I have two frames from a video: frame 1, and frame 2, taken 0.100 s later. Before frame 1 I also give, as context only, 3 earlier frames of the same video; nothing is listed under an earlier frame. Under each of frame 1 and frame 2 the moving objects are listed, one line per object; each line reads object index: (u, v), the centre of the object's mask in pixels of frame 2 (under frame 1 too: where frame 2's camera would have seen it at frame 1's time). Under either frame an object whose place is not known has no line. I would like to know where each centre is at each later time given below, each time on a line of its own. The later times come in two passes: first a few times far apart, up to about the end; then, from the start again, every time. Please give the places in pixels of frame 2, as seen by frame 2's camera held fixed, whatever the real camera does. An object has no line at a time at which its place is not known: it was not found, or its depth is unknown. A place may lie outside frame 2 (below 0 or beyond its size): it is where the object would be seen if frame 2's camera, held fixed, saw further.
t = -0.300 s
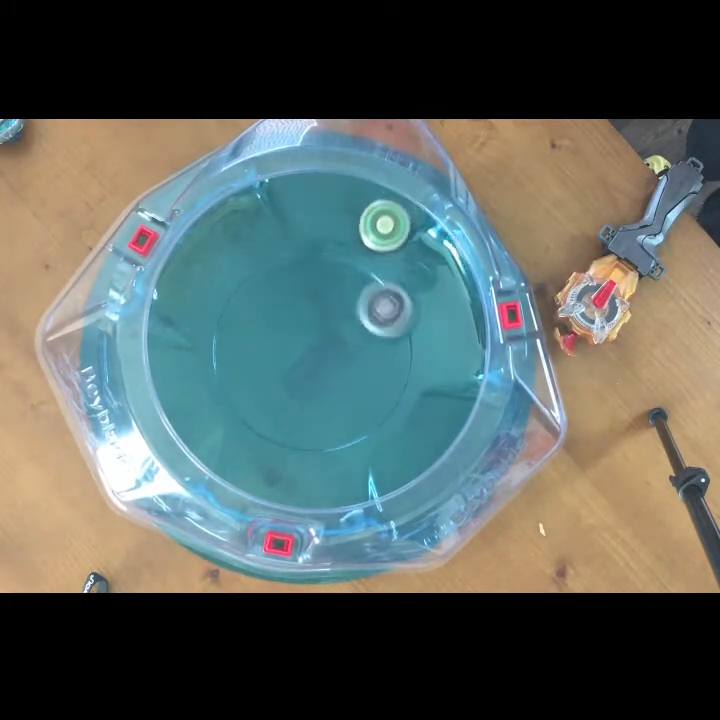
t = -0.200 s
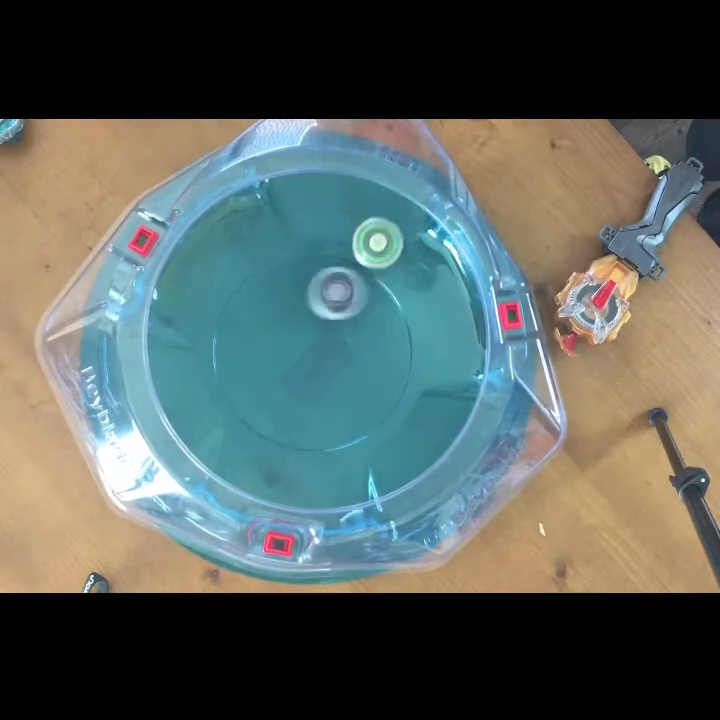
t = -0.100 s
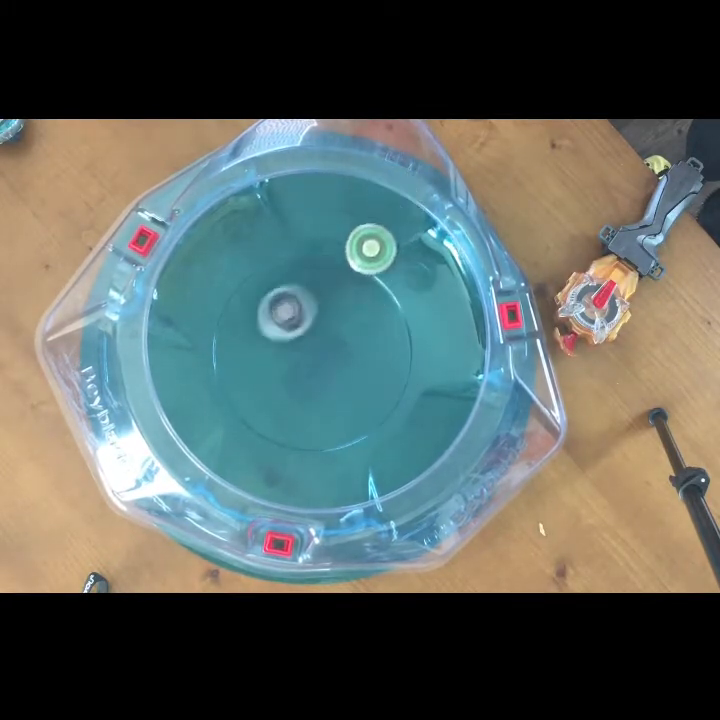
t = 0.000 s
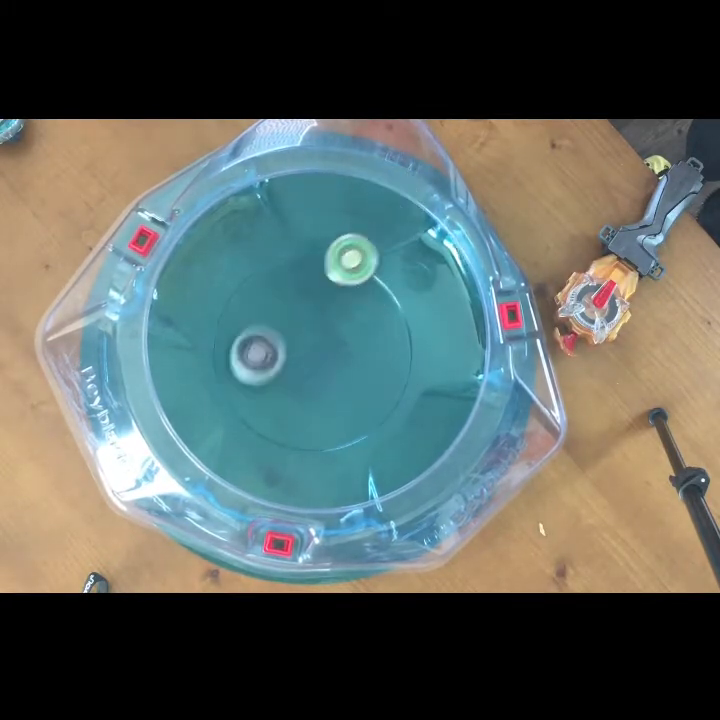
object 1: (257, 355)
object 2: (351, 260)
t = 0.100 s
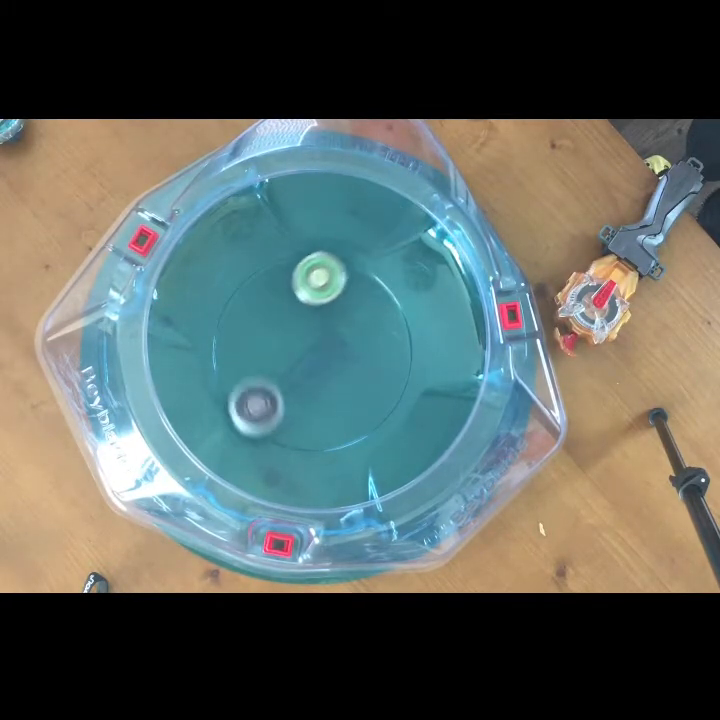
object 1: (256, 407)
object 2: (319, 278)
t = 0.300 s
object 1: (338, 420)
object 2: (278, 331)
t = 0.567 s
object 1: (341, 323)
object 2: (282, 403)
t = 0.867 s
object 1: (225, 356)
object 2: (343, 436)
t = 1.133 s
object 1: (314, 422)
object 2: (371, 378)
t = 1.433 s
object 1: (336, 352)
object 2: (326, 257)
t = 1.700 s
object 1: (270, 380)
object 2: (257, 251)
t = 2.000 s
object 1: (344, 380)
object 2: (241, 336)
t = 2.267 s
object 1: (295, 295)
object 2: (301, 364)
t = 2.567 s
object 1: (236, 372)
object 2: (346, 316)
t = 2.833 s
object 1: (343, 397)
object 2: (315, 281)
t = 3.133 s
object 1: (369, 291)
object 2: (295, 348)
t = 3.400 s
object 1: (268, 296)
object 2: (343, 385)
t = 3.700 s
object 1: (281, 415)
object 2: (382, 351)
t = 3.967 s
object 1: (379, 411)
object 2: (324, 333)
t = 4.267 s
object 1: (343, 301)
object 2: (287, 388)
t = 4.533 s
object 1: (240, 319)
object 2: (319, 423)
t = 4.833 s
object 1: (274, 421)
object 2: (336, 363)
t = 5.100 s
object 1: (370, 364)
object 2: (284, 333)
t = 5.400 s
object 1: (323, 266)
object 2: (243, 365)
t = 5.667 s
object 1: (244, 325)
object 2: (295, 384)
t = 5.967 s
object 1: (316, 421)
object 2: (327, 328)
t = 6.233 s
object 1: (397, 374)
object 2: (295, 290)
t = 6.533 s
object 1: (316, 293)
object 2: (276, 344)
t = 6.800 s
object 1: (235, 353)
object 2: (331, 370)
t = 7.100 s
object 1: (297, 431)
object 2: (369, 333)
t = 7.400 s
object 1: (368, 340)
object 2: (313, 321)
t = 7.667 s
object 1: (305, 270)
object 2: (297, 376)
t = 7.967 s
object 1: (243, 352)
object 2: (342, 407)
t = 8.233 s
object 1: (328, 414)
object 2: (350, 357)
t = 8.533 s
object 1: (393, 344)
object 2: (287, 342)
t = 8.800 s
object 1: (303, 297)
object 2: (258, 380)
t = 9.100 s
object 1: (244, 386)
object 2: (312, 390)
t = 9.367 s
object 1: (322, 425)
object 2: (322, 335)
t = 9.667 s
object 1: (357, 322)
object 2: (277, 306)
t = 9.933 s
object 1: (281, 279)
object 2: (269, 354)
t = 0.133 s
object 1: (262, 423)
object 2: (309, 286)
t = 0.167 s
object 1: (273, 436)
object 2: (300, 294)
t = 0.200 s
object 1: (288, 442)
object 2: (293, 303)
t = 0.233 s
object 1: (305, 439)
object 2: (286, 312)
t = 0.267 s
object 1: (322, 430)
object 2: (282, 322)
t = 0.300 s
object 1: (338, 420)
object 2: (278, 331)
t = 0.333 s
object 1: (352, 410)
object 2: (275, 341)
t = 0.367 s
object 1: (362, 399)
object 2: (273, 351)
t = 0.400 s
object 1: (369, 386)
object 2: (272, 361)
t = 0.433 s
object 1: (371, 372)
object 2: (273, 370)
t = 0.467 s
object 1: (369, 357)
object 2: (274, 379)
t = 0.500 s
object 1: (363, 345)
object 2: (276, 387)
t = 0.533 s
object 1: (353, 332)
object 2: (279, 395)
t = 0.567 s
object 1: (341, 323)
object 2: (282, 403)
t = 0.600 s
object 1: (327, 316)
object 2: (287, 411)
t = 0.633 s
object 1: (311, 312)
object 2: (292, 417)
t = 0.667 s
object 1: (296, 310)
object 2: (298, 423)
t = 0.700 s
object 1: (281, 312)
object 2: (304, 428)
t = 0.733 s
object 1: (266, 316)
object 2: (311, 432)
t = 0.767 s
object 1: (252, 322)
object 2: (319, 435)
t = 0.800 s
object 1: (241, 330)
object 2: (327, 436)
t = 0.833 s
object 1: (232, 342)
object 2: (335, 436)
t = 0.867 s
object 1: (225, 356)
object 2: (343, 436)
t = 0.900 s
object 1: (221, 370)
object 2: (351, 434)
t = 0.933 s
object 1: (229, 385)
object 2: (358, 429)
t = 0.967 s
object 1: (238, 399)
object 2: (365, 423)
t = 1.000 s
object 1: (250, 412)
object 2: (370, 416)
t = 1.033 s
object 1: (263, 420)
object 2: (373, 407)
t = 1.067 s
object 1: (279, 426)
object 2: (374, 398)
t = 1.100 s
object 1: (296, 425)
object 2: (373, 388)
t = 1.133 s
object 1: (314, 422)
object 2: (371, 378)
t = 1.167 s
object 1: (329, 414)
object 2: (367, 369)
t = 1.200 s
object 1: (339, 407)
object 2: (365, 355)
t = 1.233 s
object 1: (344, 402)
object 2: (365, 338)
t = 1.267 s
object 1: (348, 393)
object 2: (363, 324)
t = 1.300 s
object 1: (350, 382)
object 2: (358, 312)
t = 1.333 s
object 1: (351, 368)
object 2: (351, 305)
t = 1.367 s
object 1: (348, 354)
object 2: (343, 299)
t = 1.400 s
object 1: (343, 353)
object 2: (334, 277)
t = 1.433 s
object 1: (336, 352)
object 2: (326, 257)
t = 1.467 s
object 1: (327, 351)
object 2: (316, 246)
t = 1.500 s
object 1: (316, 349)
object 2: (305, 241)
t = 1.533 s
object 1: (305, 350)
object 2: (296, 239)
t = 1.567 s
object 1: (294, 353)
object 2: (286, 239)
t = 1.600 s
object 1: (284, 358)
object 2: (278, 240)
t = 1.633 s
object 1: (277, 364)
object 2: (270, 242)
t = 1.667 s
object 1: (272, 371)
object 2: (263, 246)
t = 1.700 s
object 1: (270, 380)
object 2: (257, 251)
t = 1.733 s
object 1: (271, 389)
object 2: (251, 258)
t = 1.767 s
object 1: (275, 398)
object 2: (247, 265)
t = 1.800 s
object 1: (282, 405)
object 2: (244, 274)
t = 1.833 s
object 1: (292, 410)
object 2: (241, 284)
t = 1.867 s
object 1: (304, 411)
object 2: (240, 294)
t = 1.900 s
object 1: (316, 409)
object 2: (240, 305)
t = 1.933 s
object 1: (327, 402)
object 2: (239, 316)
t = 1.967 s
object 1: (337, 392)
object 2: (240, 327)
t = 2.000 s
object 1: (344, 380)
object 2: (241, 336)
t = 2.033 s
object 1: (348, 366)
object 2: (244, 345)
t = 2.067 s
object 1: (348, 352)
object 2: (249, 353)
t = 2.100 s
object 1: (345, 338)
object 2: (256, 358)
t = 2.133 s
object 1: (339, 325)
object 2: (265, 362)
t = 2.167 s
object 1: (331, 315)
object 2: (274, 365)
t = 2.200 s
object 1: (320, 305)
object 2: (283, 366)
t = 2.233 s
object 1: (308, 299)
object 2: (292, 366)
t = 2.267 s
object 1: (295, 295)
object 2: (301, 364)
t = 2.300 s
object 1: (283, 293)
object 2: (309, 361)
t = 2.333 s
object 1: (270, 295)
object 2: (316, 357)
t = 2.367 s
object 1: (257, 299)
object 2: (323, 353)
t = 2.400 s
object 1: (246, 307)
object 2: (329, 348)
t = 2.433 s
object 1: (237, 318)
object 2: (334, 342)
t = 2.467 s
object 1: (231, 330)
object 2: (339, 336)
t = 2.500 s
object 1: (229, 344)
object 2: (342, 330)
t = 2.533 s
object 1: (230, 358)
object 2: (344, 323)
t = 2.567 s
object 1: (236, 372)
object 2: (346, 316)
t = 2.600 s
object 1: (245, 384)
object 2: (346, 309)
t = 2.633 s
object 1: (257, 394)
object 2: (345, 303)
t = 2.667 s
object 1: (271, 402)
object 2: (343, 296)
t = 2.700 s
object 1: (286, 406)
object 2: (340, 290)
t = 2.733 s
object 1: (300, 407)
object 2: (336, 285)
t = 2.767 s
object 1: (315, 407)
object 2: (330, 282)
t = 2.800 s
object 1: (330, 403)
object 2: (323, 281)
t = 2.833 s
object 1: (343, 397)
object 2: (315, 281)
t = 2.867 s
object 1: (355, 389)
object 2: (307, 284)
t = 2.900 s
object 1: (365, 379)
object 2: (301, 289)
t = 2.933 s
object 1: (372, 367)
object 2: (295, 296)
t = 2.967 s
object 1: (379, 355)
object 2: (291, 304)
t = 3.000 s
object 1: (382, 342)
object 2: (289, 313)
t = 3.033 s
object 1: (382, 329)
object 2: (289, 322)
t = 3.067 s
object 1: (380, 316)
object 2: (290, 331)
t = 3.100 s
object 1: (376, 303)
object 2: (292, 339)
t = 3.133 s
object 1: (369, 291)
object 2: (295, 348)
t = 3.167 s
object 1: (359, 281)
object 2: (299, 355)
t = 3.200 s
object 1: (348, 274)
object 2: (304, 362)
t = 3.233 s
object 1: (335, 269)
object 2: (310, 367)
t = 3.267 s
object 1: (320, 268)
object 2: (316, 373)
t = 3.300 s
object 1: (305, 270)
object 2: (322, 377)
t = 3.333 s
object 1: (291, 276)
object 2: (329, 380)
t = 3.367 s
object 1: (279, 285)
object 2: (336, 383)
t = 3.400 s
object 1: (268, 296)
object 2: (343, 385)
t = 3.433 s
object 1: (260, 308)
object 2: (350, 385)
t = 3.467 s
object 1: (254, 323)
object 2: (357, 385)
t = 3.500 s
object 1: (250, 338)
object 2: (363, 384)
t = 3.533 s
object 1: (249, 354)
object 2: (370, 381)
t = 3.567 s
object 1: (252, 368)
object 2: (375, 377)
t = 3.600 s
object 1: (256, 382)
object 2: (380, 372)
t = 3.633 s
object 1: (262, 394)
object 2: (382, 366)
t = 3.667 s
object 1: (271, 405)
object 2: (383, 359)
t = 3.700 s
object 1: (281, 415)
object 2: (382, 351)
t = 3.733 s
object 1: (292, 423)
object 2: (379, 344)
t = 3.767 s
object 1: (305, 429)
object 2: (373, 338)
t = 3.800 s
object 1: (318, 432)
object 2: (366, 333)
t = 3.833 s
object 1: (332, 433)
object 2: (358, 330)
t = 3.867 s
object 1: (345, 432)
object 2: (349, 329)
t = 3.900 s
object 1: (358, 428)
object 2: (341, 329)
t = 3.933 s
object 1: (370, 421)
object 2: (332, 330)
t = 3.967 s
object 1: (379, 411)
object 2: (324, 333)
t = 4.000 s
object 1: (387, 400)
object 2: (316, 337)
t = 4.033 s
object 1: (391, 387)
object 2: (310, 342)
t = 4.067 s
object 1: (393, 373)
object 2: (304, 348)
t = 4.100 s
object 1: (391, 358)
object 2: (299, 354)
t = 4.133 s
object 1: (386, 344)
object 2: (294, 360)
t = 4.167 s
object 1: (379, 331)
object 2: (291, 367)
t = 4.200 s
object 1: (368, 319)
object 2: (289, 374)
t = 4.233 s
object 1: (356, 309)
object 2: (287, 381)
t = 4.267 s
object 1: (343, 301)
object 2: (287, 388)
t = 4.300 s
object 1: (328, 296)
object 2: (287, 395)
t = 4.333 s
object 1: (314, 293)
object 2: (289, 401)
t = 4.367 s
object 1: (300, 292)
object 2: (291, 407)
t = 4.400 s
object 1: (286, 294)
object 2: (295, 412)
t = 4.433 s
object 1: (272, 297)
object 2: (300, 417)
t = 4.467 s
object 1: (260, 303)
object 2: (305, 421)
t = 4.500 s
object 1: (249, 310)
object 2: (312, 422)
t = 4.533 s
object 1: (240, 319)
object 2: (319, 423)
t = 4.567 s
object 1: (232, 330)
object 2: (326, 421)
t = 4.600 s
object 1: (226, 343)
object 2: (333, 417)
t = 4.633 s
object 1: (223, 356)
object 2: (339, 411)
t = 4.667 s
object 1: (223, 369)
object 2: (342, 404)
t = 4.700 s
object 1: (227, 383)
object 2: (344, 395)
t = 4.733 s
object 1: (233, 395)
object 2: (344, 387)
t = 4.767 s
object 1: (244, 407)
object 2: (343, 378)
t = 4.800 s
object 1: (258, 416)
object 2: (340, 370)
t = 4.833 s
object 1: (274, 421)
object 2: (336, 363)
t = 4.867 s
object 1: (290, 423)
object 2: (331, 357)
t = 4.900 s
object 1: (306, 422)
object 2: (325, 351)
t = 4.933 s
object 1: (321, 418)
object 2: (319, 346)
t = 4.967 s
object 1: (335, 411)
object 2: (312, 342)
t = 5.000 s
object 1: (347, 401)
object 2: (305, 338)
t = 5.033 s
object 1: (357, 390)
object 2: (298, 335)
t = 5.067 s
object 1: (365, 377)
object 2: (291, 334)
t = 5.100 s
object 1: (370, 364)
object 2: (284, 333)
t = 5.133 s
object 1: (372, 350)
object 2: (277, 333)
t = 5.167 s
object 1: (372, 337)
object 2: (270, 333)
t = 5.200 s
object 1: (371, 324)
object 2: (264, 335)
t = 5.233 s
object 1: (367, 311)
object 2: (258, 338)
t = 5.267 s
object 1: (361, 299)
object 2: (253, 341)
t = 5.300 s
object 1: (354, 288)
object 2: (249, 346)
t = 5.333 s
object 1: (345, 279)
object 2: (245, 352)
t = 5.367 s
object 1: (334, 271)
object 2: (243, 358)
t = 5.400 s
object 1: (323, 266)
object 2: (243, 365)
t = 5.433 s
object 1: (310, 264)
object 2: (245, 372)
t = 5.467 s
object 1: (297, 264)
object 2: (249, 379)
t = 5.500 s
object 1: (284, 268)
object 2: (255, 384)
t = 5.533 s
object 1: (272, 275)
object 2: (262, 388)
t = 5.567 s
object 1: (261, 285)
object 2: (271, 389)
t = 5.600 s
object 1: (253, 297)
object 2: (279, 389)
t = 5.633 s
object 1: (246, 310)
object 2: (287, 388)
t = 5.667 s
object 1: (244, 325)
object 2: (295, 384)
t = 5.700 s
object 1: (243, 341)
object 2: (302, 380)
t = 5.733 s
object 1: (246, 356)
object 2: (309, 375)
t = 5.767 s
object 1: (251, 370)
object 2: (314, 369)
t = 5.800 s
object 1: (258, 384)
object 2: (319, 363)
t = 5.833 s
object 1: (268, 394)
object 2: (322, 356)
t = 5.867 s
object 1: (278, 404)
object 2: (325, 349)
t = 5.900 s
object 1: (290, 411)
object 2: (327, 342)
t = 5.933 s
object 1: (302, 417)
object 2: (327, 335)
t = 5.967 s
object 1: (316, 421)
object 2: (327, 328)
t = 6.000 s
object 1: (329, 422)
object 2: (326, 321)
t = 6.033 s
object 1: (342, 421)
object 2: (324, 314)
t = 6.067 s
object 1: (355, 418)
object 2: (322, 308)
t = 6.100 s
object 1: (367, 413)
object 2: (318, 302)
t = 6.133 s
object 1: (377, 406)
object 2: (313, 297)
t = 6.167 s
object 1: (386, 397)
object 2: (308, 294)
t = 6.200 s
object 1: (393, 386)
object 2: (302, 291)
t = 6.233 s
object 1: (397, 374)
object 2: (295, 290)
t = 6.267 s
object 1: (398, 361)
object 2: (288, 291)
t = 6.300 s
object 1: (396, 347)
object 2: (282, 293)
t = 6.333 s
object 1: (391, 334)
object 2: (276, 298)
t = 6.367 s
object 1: (382, 322)
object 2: (272, 305)
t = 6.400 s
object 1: (372, 312)
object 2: (269, 312)
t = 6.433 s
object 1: (360, 303)
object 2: (269, 320)
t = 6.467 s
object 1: (346, 297)
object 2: (270, 329)
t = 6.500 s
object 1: (331, 294)
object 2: (272, 337)
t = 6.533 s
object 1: (316, 293)
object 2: (276, 344)
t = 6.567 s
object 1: (302, 294)
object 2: (281, 350)
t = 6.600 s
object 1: (288, 298)
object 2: (287, 356)
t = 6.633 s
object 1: (275, 304)
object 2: (294, 361)
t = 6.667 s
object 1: (264, 311)
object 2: (301, 364)
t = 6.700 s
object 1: (254, 320)
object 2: (309, 367)
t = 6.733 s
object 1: (246, 330)
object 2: (316, 369)
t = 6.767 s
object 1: (239, 342)
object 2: (323, 369)
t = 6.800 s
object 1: (235, 353)
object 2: (331, 370)
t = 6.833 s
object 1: (233, 366)
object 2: (338, 369)
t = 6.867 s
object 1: (233, 379)
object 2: (345, 367)
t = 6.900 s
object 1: (236, 391)
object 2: (351, 365)
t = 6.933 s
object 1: (241, 402)
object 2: (357, 362)
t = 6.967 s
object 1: (248, 413)
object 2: (362, 357)
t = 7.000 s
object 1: (258, 421)
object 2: (366, 352)
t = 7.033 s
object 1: (270, 428)
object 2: (368, 346)
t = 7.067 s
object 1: (283, 431)
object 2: (370, 339)
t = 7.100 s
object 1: (297, 431)
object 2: (369, 333)
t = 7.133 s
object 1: (311, 429)
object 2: (367, 326)
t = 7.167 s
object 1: (325, 424)
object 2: (363, 320)
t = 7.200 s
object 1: (338, 416)
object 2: (358, 315)
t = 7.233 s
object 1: (349, 405)
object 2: (351, 312)
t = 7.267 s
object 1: (357, 393)
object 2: (343, 311)
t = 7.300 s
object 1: (364, 380)
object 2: (335, 311)
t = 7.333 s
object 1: (367, 366)
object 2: (327, 313)
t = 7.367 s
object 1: (369, 353)
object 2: (320, 316)
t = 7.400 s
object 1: (368, 340)
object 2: (313, 321)
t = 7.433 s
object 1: (365, 327)
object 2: (308, 327)
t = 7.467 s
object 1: (360, 315)
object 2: (303, 333)
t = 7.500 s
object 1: (355, 304)
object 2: (300, 340)
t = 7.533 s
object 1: (347, 293)
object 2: (298, 348)
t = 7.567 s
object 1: (338, 285)
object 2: (296, 355)
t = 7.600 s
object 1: (328, 278)
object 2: (296, 362)
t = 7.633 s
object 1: (317, 273)
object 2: (296, 369)
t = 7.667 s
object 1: (305, 270)
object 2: (297, 376)
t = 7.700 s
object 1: (292, 270)
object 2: (300, 383)
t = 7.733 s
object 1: (280, 272)
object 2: (303, 389)
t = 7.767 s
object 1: (269, 278)
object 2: (307, 395)
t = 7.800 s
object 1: (259, 286)
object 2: (312, 400)
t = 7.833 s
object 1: (251, 297)
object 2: (317, 404)
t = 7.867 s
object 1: (244, 309)
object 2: (323, 407)
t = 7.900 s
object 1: (241, 323)
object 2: (329, 408)
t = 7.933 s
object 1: (241, 338)
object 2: (336, 409)
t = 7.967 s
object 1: (243, 352)
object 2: (342, 407)
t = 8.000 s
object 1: (249, 366)
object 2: (349, 404)
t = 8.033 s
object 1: (257, 379)
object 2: (354, 400)
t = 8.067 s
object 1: (266, 390)
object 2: (358, 393)
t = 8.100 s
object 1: (278, 399)
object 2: (360, 386)
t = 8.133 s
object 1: (290, 406)
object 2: (360, 379)
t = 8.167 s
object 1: (302, 410)
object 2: (358, 371)
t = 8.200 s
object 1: (315, 413)
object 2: (354, 364)
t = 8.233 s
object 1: (328, 414)
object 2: (350, 357)
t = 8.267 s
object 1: (340, 413)
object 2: (344, 352)
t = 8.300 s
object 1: (352, 410)
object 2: (337, 348)
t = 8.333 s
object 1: (364, 405)
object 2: (330, 344)
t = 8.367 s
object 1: (374, 398)
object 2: (323, 342)
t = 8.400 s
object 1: (382, 389)
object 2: (316, 340)
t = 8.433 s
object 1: (389, 379)
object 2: (309, 339)
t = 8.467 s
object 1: (393, 368)
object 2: (301, 339)
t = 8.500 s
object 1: (394, 356)
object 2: (294, 340)
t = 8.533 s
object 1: (393, 344)
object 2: (287, 342)
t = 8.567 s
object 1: (388, 332)
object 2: (281, 344)
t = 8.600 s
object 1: (381, 320)
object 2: (275, 347)
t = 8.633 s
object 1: (371, 310)
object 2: (269, 351)
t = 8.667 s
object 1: (359, 303)
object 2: (265, 356)
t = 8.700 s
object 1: (346, 298)
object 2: (262, 361)
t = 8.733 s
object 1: (332, 295)
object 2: (259, 367)
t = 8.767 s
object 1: (317, 295)
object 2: (258, 373)
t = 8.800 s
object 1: (303, 297)
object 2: (258, 380)
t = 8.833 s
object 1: (289, 303)
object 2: (260, 386)
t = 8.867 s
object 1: (278, 309)
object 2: (264, 392)
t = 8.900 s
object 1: (267, 317)
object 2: (269, 397)
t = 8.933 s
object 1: (258, 327)
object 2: (276, 400)
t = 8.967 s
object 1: (251, 338)
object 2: (283, 402)
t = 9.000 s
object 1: (246, 349)
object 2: (291, 401)
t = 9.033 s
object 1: (243, 361)
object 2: (299, 399)
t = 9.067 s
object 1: (242, 374)
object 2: (306, 395)
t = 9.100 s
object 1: (244, 386)
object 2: (312, 390)
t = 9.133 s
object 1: (248, 397)
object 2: (316, 384)
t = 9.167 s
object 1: (253, 407)
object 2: (320, 378)
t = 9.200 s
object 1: (261, 416)
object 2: (323, 371)
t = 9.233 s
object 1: (271, 423)
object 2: (324, 363)
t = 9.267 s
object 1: (283, 428)
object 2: (325, 356)
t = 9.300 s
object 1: (295, 430)
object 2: (325, 349)
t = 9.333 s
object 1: (309, 429)
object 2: (324, 342)
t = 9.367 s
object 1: (322, 425)
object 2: (322, 335)
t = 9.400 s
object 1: (334, 419)
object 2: (320, 329)
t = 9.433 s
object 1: (345, 410)
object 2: (316, 323)
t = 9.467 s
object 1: (353, 398)
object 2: (312, 318)
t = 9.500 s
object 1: (359, 386)
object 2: (307, 313)
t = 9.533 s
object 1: (364, 373)
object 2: (302, 309)
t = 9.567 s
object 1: (365, 359)
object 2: (296, 307)
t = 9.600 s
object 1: (364, 346)
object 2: (290, 305)
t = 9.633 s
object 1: (362, 334)
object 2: (283, 305)
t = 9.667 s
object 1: (357, 322)
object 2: (277, 306)
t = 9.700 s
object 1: (351, 311)
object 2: (271, 309)
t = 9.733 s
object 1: (344, 301)
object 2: (266, 313)
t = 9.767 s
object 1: (335, 293)
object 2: (262, 319)
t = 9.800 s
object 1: (326, 286)
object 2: (260, 326)
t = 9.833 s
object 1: (315, 281)
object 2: (259, 333)
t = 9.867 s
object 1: (304, 277)
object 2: (261, 341)
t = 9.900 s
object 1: (292, 277)
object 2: (264, 348)
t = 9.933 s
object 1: (281, 279)
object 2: (269, 354)
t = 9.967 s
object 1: (270, 283)
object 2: (275, 359)
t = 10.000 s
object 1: (260, 290)
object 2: (281, 363)
